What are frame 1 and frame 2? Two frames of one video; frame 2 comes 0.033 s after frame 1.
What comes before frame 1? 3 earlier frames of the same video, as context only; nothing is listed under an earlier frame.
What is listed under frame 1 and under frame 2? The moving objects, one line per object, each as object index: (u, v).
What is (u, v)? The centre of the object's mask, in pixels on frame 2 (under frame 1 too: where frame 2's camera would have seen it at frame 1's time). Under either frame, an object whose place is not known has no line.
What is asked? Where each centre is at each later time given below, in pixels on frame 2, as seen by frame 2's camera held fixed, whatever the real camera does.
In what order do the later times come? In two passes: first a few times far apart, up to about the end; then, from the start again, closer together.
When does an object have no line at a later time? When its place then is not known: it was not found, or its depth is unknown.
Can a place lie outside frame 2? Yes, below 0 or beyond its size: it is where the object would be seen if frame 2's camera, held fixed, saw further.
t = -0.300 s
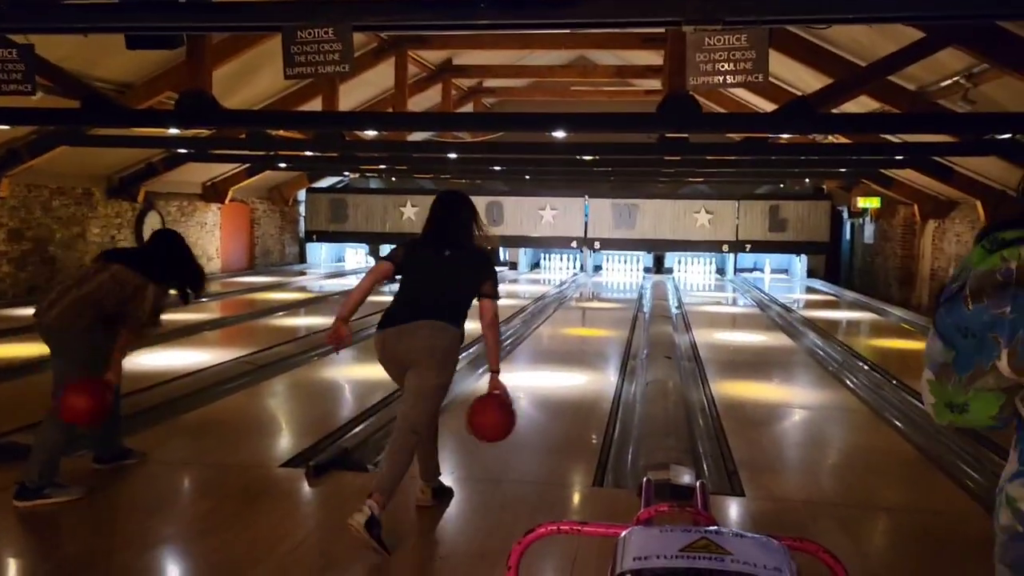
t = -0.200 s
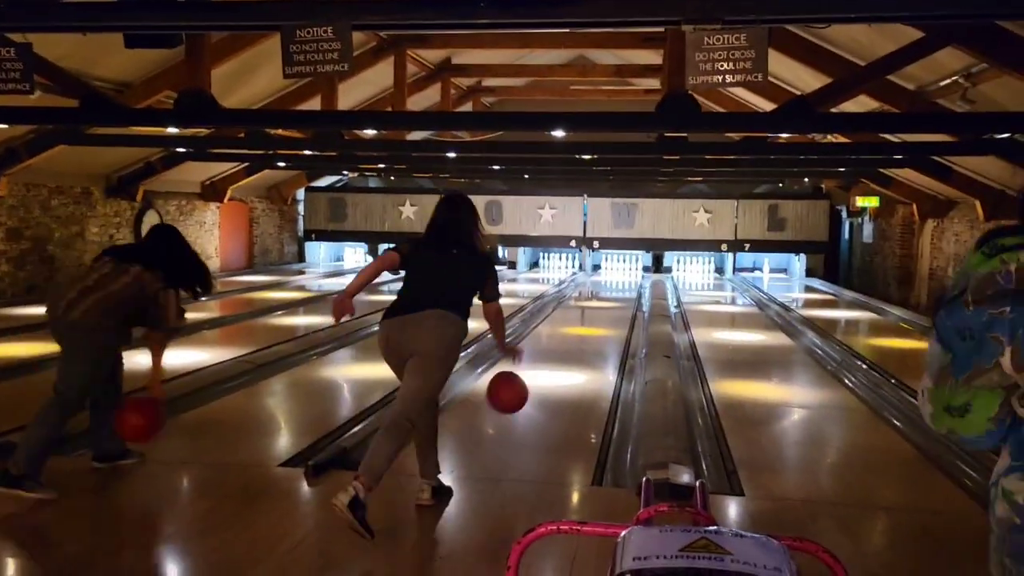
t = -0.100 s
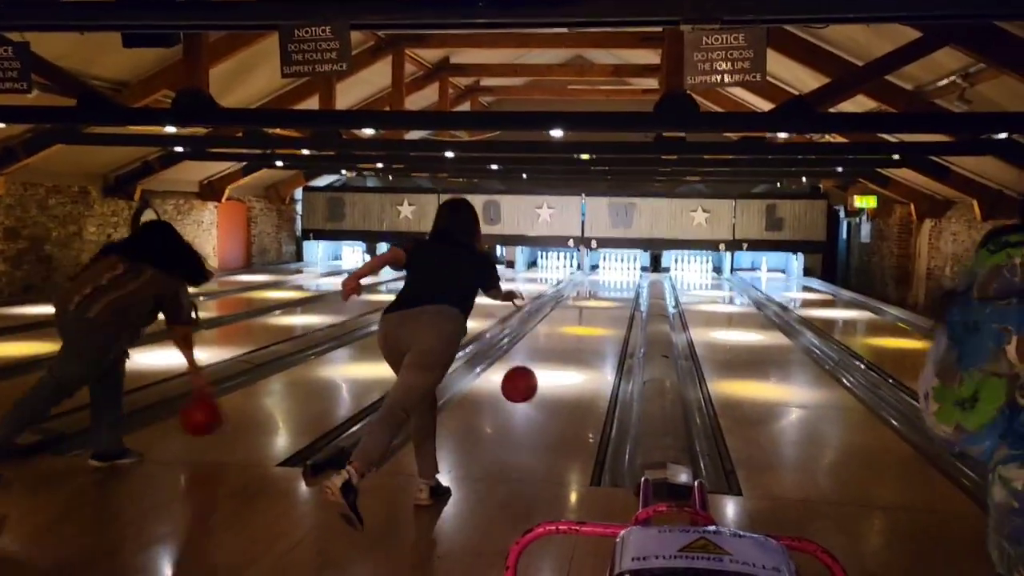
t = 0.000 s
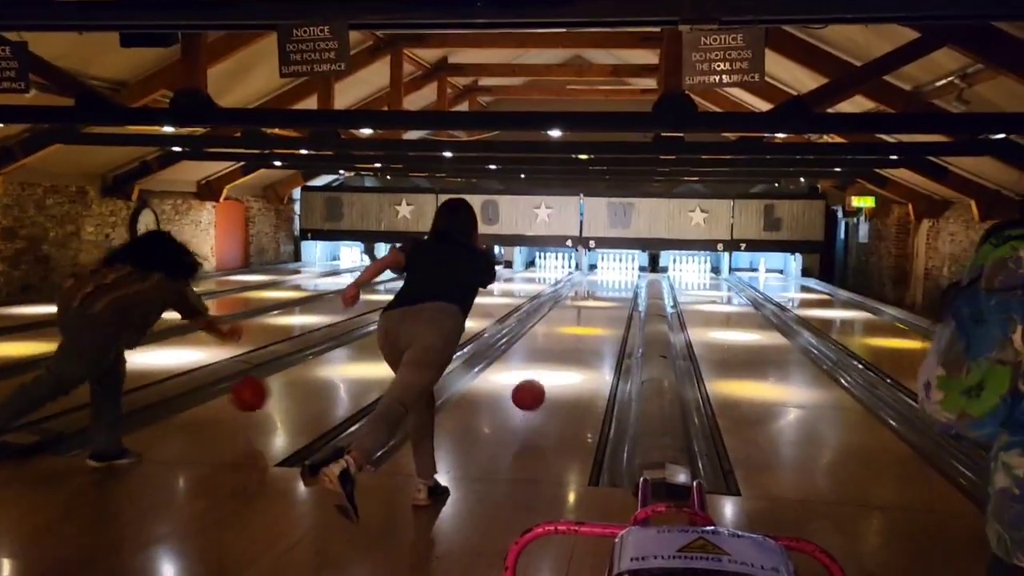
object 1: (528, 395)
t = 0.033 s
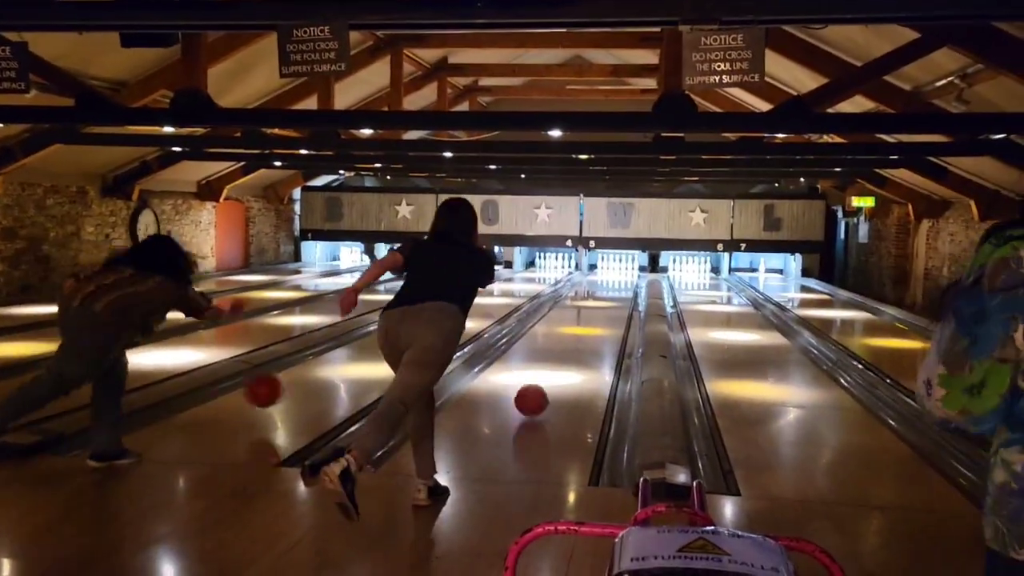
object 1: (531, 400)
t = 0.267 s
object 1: (548, 370)
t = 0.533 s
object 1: (560, 347)
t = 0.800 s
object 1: (568, 332)
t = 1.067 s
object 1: (574, 322)
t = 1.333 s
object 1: (578, 314)
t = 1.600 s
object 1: (583, 307)
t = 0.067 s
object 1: (534, 395)
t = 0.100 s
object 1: (536, 390)
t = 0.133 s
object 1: (539, 386)
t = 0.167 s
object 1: (541, 382)
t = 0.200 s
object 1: (544, 378)
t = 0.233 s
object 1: (546, 373)
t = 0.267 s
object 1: (548, 370)
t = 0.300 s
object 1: (550, 366)
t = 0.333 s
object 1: (551, 363)
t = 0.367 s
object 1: (553, 360)
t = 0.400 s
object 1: (555, 358)
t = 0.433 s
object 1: (556, 355)
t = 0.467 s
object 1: (557, 353)
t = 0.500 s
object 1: (559, 350)
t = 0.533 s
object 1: (560, 347)
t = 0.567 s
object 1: (561, 345)
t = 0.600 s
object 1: (562, 343)
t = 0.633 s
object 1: (563, 341)
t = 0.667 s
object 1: (564, 339)
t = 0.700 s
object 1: (566, 338)
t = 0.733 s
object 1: (566, 336)
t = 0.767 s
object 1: (567, 334)
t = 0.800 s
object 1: (568, 332)
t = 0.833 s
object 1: (569, 331)
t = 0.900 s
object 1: (571, 328)
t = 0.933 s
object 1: (571, 327)
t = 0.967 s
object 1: (572, 325)
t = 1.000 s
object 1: (572, 325)
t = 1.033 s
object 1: (573, 323)
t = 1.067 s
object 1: (574, 322)
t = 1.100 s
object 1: (574, 320)
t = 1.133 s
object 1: (575, 319)
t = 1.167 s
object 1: (575, 319)
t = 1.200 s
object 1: (576, 317)
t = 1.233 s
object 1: (577, 316)
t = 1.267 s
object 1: (577, 316)
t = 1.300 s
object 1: (578, 315)
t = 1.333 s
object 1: (578, 314)
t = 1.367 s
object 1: (579, 313)
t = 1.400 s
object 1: (580, 312)
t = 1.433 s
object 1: (580, 311)
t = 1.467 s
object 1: (581, 311)
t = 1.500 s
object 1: (582, 309)
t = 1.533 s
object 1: (582, 308)
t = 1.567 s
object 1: (583, 307)
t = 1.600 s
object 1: (583, 307)
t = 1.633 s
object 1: (583, 306)
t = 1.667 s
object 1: (584, 305)
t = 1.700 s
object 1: (584, 305)
